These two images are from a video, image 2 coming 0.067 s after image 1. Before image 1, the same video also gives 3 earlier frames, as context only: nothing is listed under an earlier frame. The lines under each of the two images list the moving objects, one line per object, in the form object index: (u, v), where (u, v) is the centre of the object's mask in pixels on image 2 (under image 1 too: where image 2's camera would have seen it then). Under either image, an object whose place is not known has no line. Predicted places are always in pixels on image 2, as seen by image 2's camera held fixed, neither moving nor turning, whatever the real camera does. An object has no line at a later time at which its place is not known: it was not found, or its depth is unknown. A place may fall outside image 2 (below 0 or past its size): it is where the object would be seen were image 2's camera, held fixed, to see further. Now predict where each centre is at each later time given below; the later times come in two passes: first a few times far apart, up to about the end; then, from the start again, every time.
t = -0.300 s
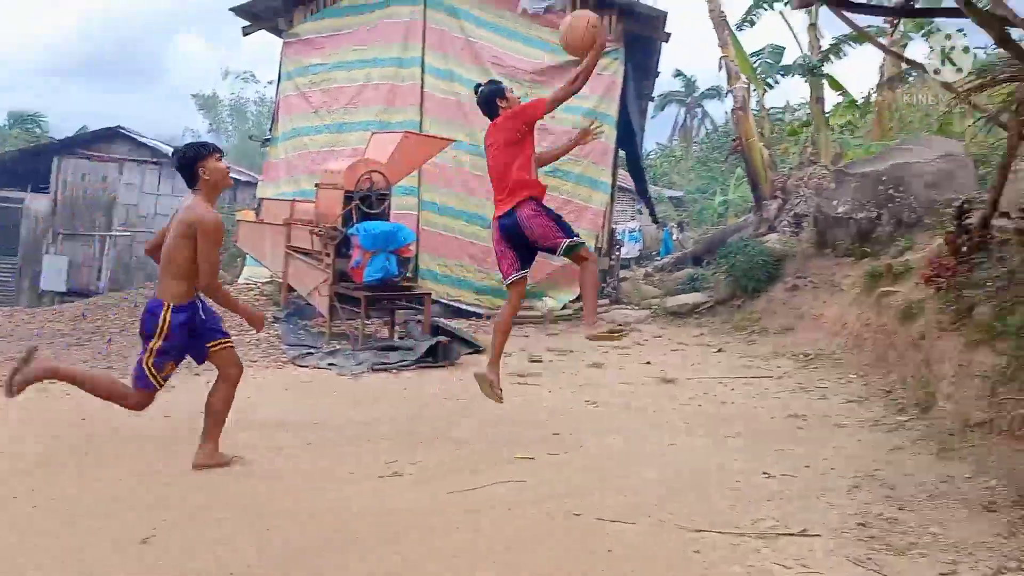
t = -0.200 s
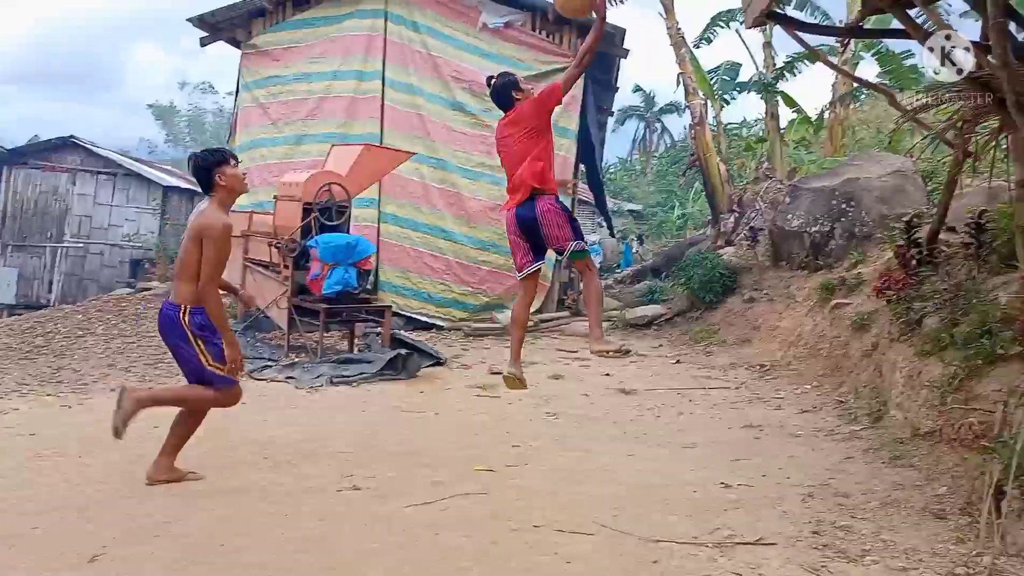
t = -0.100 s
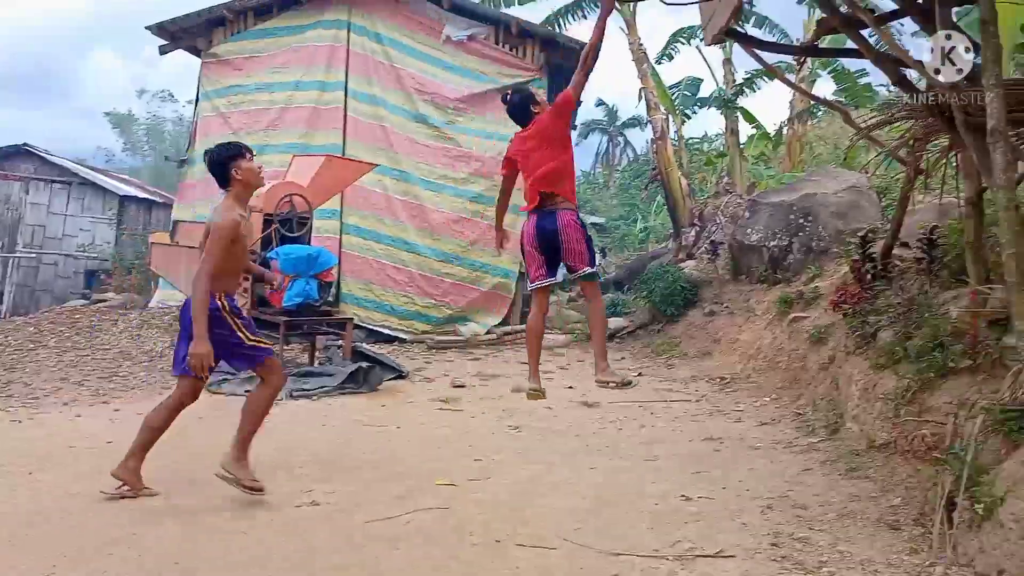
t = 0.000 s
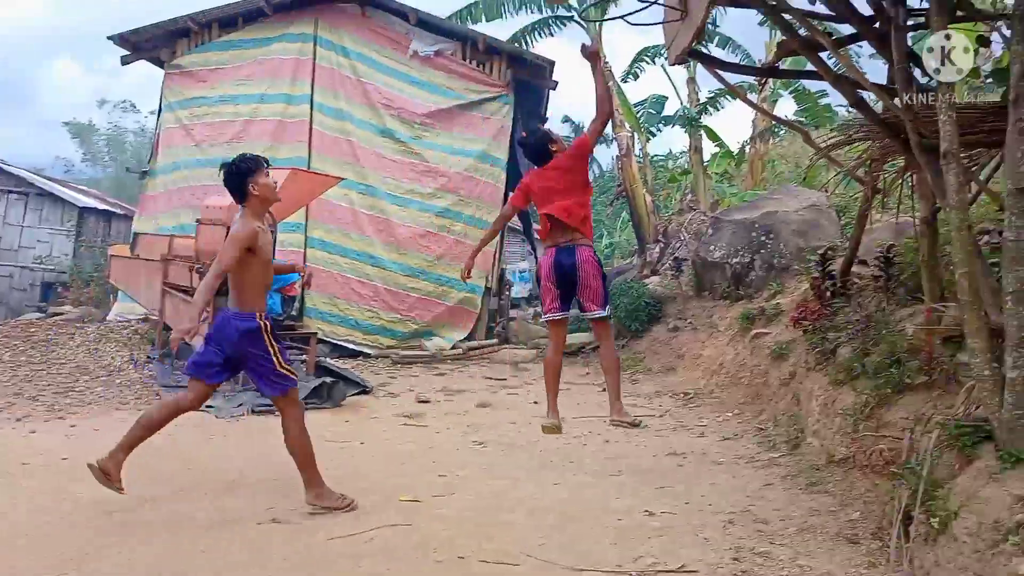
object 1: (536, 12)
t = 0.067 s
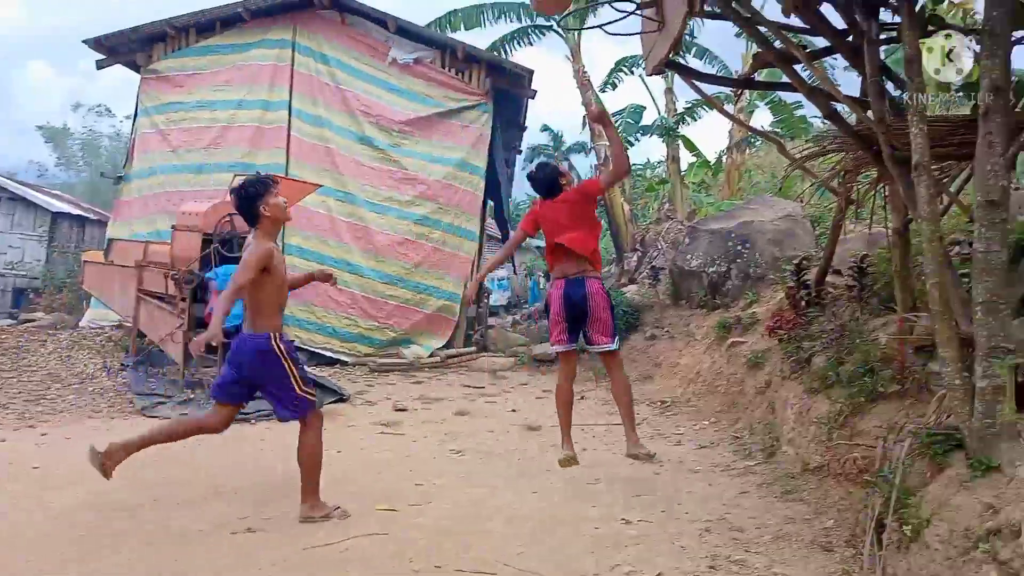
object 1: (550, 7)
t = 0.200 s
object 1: (571, -8)
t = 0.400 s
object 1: (593, 1)
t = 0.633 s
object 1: (608, 84)
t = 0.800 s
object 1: (615, 205)
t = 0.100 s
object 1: (559, 5)
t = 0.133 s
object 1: (565, 1)
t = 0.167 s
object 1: (568, -4)
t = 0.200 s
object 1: (571, -8)
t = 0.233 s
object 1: (574, -10)
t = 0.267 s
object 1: (577, -8)
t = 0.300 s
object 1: (582, -7)
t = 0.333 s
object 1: (585, -5)
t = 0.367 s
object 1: (589, -3)
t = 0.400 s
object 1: (593, 1)
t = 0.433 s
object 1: (595, 6)
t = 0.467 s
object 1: (598, 14)
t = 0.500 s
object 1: (600, 25)
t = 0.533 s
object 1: (602, 36)
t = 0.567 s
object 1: (604, 50)
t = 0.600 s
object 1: (606, 66)
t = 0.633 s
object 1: (608, 84)
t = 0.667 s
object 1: (610, 105)
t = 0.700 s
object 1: (610, 128)
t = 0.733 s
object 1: (612, 151)
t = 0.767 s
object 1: (613, 178)
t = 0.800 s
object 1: (615, 205)
